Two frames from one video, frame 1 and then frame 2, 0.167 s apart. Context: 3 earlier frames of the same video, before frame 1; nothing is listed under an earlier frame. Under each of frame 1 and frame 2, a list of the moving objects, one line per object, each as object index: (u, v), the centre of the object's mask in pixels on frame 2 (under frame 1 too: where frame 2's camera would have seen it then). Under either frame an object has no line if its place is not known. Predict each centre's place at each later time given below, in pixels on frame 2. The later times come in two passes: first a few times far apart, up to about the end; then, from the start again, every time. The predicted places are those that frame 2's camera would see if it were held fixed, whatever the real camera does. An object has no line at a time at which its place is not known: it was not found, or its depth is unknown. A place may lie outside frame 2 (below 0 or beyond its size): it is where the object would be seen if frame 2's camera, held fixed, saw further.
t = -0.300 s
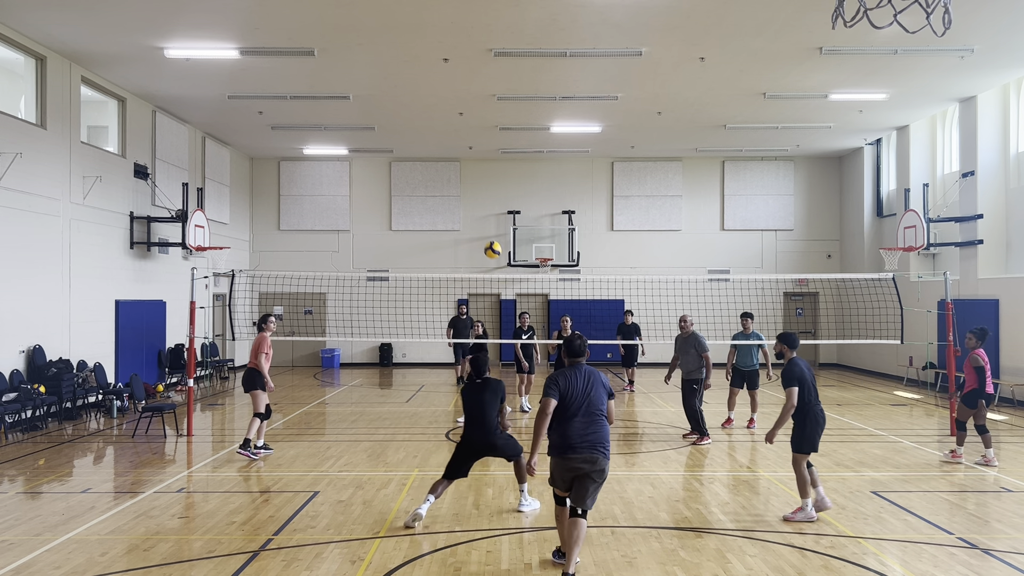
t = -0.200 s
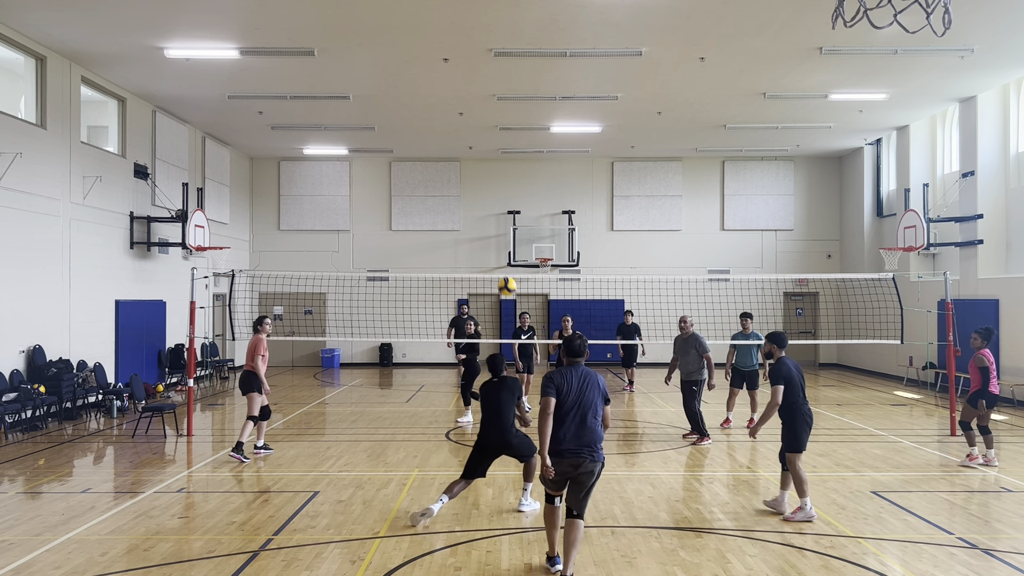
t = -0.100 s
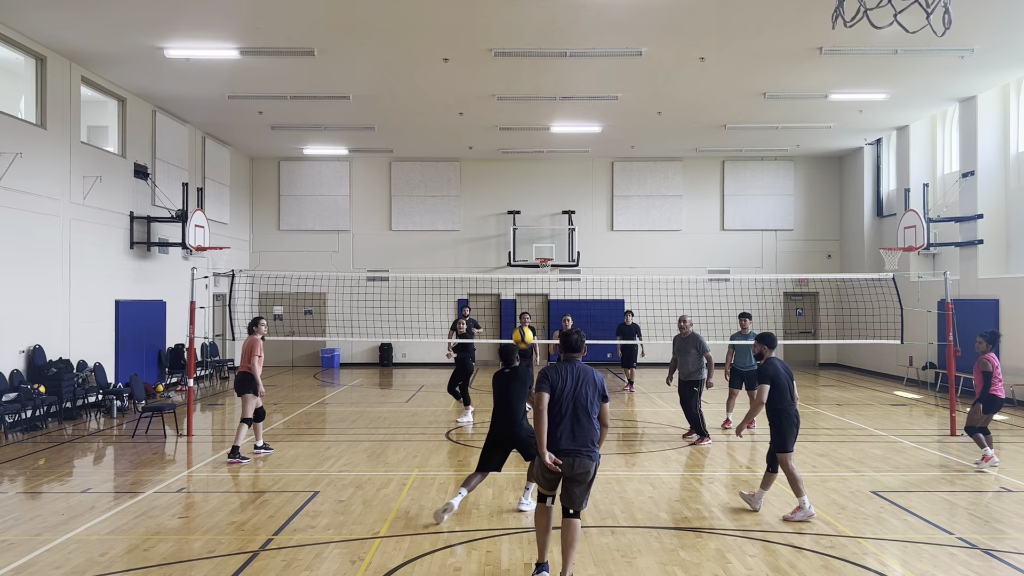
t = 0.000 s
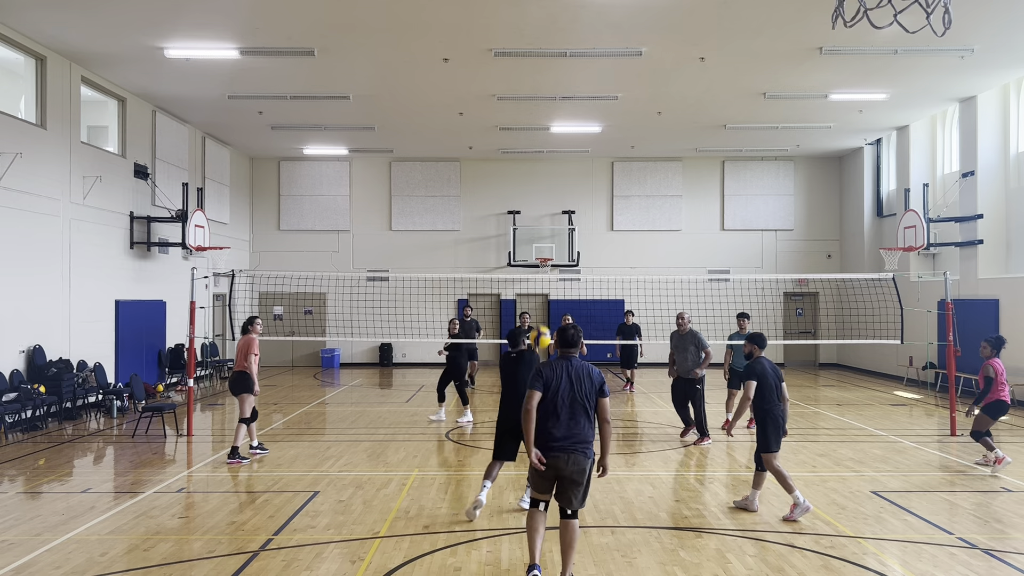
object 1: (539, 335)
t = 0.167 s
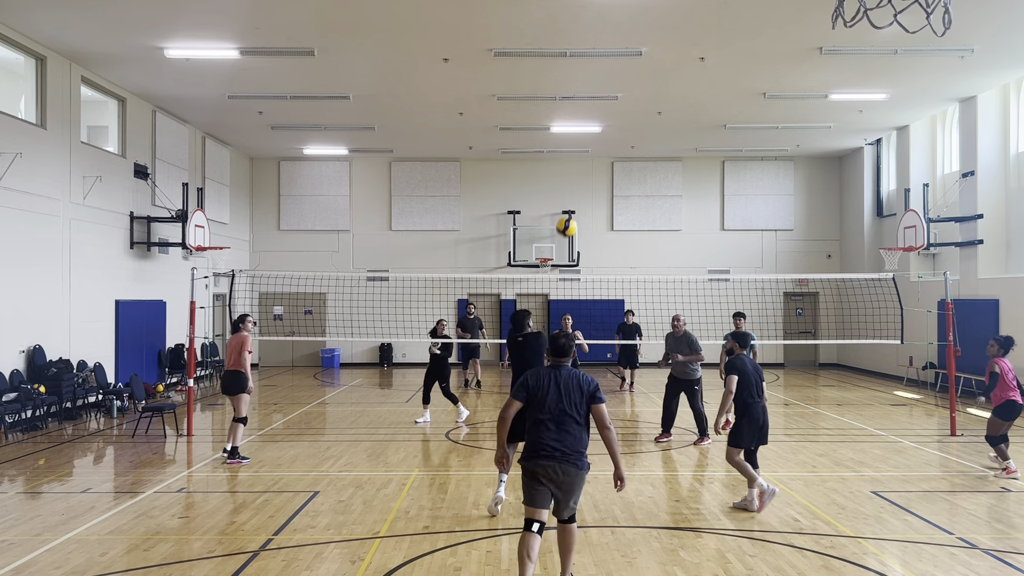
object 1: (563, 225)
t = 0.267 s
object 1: (578, 175)
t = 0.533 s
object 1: (618, 95)
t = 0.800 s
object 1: (651, 81)
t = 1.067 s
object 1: (680, 127)
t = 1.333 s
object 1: (707, 225)
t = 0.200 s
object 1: (570, 207)
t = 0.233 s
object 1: (576, 191)
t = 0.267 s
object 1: (578, 175)
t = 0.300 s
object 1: (585, 160)
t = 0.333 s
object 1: (591, 148)
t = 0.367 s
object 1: (591, 135)
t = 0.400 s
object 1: (600, 124)
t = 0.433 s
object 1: (605, 116)
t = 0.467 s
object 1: (607, 107)
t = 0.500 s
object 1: (613, 100)
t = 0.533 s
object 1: (618, 95)
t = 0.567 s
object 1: (620, 88)
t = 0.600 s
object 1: (626, 83)
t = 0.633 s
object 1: (631, 81)
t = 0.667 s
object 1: (635, 81)
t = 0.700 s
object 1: (639, 77)
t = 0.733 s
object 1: (644, 79)
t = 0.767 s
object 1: (646, 78)
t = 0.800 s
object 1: (651, 81)
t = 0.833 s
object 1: (655, 84)
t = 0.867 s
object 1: (659, 89)
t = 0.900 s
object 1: (663, 92)
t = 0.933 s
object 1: (667, 98)
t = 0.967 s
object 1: (668, 101)
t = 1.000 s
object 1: (675, 110)
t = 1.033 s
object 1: (677, 118)
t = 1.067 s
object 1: (680, 127)
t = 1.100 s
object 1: (685, 137)
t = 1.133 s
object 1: (689, 149)
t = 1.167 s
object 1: (690, 159)
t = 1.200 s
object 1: (695, 170)
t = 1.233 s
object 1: (699, 184)
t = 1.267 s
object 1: (701, 195)
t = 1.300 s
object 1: (705, 210)
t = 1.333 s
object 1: (707, 225)
